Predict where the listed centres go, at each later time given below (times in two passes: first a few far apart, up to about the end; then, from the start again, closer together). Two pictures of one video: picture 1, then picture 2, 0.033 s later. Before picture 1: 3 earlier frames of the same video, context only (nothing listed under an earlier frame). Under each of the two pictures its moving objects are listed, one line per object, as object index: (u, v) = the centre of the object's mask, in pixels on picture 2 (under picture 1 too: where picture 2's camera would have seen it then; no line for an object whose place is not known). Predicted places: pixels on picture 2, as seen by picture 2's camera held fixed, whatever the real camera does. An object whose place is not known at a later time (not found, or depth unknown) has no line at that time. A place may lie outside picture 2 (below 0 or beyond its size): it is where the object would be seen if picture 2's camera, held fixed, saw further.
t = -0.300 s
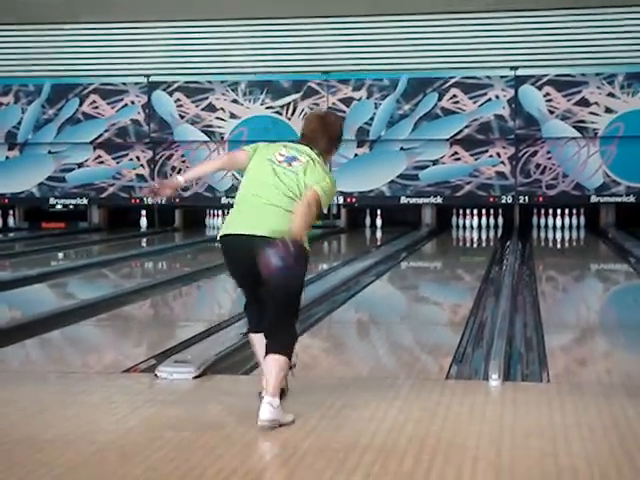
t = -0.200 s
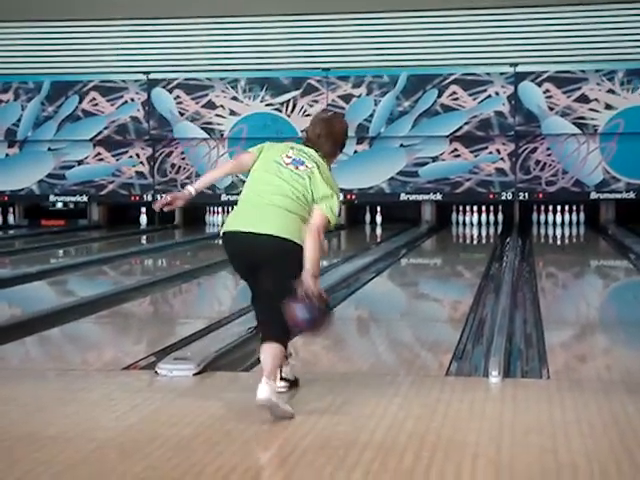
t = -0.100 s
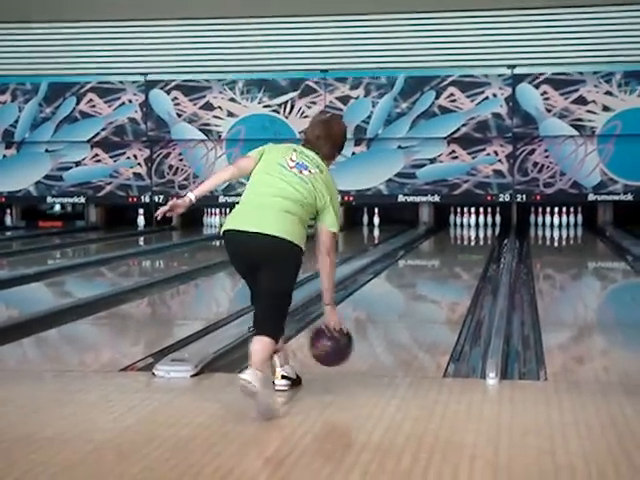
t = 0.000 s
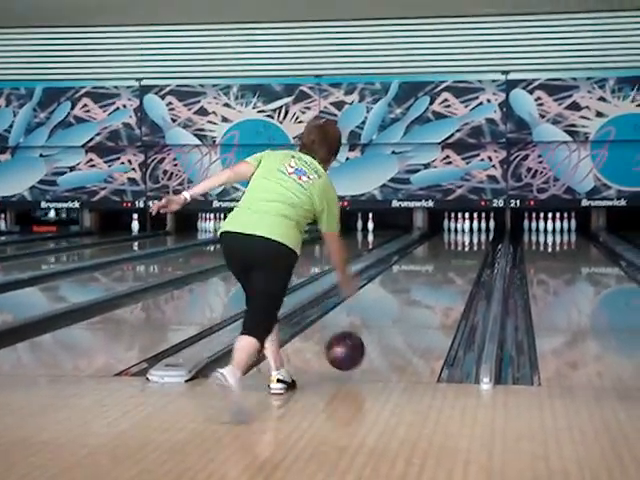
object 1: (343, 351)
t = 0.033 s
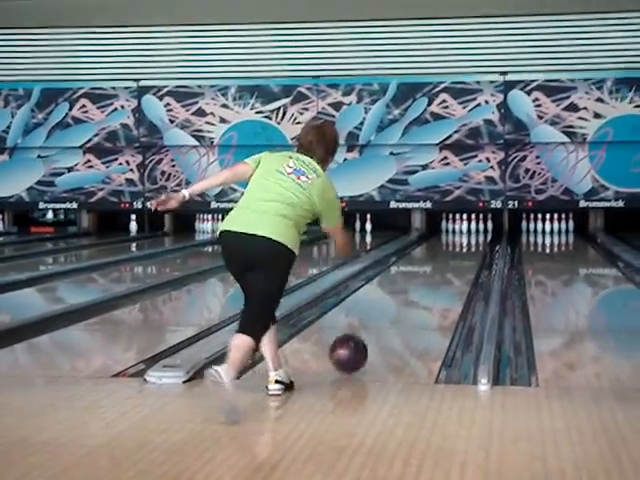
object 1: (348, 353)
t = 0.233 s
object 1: (377, 326)
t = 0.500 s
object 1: (402, 301)
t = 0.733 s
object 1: (418, 285)
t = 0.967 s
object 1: (430, 273)
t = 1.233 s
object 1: (441, 264)
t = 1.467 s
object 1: (448, 254)
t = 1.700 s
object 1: (453, 249)
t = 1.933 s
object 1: (458, 243)
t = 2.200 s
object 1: (463, 238)
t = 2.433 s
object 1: (464, 235)
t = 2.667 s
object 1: (465, 232)
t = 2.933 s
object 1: (466, 230)
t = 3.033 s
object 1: (467, 228)
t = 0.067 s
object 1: (354, 347)
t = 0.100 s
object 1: (359, 342)
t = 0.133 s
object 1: (363, 339)
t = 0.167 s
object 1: (367, 334)
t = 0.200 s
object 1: (373, 330)
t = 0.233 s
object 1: (377, 326)
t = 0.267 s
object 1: (381, 322)
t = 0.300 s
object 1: (384, 318)
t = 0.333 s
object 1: (387, 315)
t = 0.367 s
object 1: (390, 312)
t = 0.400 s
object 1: (393, 309)
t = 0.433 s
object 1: (396, 306)
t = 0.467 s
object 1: (399, 304)
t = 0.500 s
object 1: (402, 301)
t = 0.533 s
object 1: (404, 298)
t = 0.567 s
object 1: (407, 296)
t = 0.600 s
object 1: (409, 293)
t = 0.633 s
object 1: (412, 291)
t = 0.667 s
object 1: (414, 289)
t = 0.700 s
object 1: (415, 286)
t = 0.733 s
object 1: (418, 285)
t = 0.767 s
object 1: (420, 282)
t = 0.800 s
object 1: (422, 281)
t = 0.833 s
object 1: (423, 279)
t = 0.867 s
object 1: (425, 278)
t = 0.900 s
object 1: (427, 276)
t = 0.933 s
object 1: (429, 275)
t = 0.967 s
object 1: (430, 273)
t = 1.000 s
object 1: (432, 271)
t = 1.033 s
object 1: (433, 270)
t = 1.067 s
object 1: (434, 268)
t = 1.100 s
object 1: (435, 268)
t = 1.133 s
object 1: (437, 267)
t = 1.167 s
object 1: (438, 265)
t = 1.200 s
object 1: (440, 265)
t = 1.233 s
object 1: (441, 264)
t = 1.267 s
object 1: (442, 262)
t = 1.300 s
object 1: (444, 260)
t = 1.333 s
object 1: (445, 258)
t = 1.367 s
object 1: (446, 258)
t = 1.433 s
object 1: (447, 256)
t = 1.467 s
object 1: (448, 254)
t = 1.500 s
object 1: (449, 253)
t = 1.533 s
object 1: (450, 252)
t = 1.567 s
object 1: (451, 251)
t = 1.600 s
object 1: (451, 250)
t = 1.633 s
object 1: (452, 250)
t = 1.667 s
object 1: (453, 249)
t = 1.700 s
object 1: (453, 249)
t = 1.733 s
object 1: (454, 247)
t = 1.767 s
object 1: (455, 247)
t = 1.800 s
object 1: (455, 246)
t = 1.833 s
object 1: (455, 245)
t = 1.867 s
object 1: (456, 245)
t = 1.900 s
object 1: (458, 243)
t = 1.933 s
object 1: (458, 243)
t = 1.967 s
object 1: (458, 242)
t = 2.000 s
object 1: (459, 242)
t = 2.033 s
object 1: (460, 241)
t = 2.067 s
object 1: (460, 241)
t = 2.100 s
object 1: (461, 240)
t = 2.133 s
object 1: (462, 239)
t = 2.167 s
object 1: (463, 239)
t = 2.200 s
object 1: (463, 238)
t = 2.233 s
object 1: (463, 238)
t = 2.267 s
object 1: (463, 237)
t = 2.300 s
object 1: (463, 236)
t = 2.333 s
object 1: (464, 235)
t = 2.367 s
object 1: (464, 235)
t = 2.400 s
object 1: (464, 235)
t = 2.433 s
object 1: (464, 235)
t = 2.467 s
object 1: (465, 234)
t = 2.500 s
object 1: (465, 234)
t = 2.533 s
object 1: (465, 233)
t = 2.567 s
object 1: (465, 233)
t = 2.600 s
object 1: (465, 233)
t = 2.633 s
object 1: (465, 232)
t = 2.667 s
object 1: (465, 232)
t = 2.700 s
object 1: (466, 232)
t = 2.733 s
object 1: (465, 231)
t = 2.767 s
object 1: (466, 231)
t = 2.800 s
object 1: (466, 231)
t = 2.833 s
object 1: (466, 231)
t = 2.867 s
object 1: (466, 230)
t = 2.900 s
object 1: (466, 230)
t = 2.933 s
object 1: (466, 230)
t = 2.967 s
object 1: (466, 229)
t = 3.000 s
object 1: (466, 229)
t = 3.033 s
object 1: (467, 228)
